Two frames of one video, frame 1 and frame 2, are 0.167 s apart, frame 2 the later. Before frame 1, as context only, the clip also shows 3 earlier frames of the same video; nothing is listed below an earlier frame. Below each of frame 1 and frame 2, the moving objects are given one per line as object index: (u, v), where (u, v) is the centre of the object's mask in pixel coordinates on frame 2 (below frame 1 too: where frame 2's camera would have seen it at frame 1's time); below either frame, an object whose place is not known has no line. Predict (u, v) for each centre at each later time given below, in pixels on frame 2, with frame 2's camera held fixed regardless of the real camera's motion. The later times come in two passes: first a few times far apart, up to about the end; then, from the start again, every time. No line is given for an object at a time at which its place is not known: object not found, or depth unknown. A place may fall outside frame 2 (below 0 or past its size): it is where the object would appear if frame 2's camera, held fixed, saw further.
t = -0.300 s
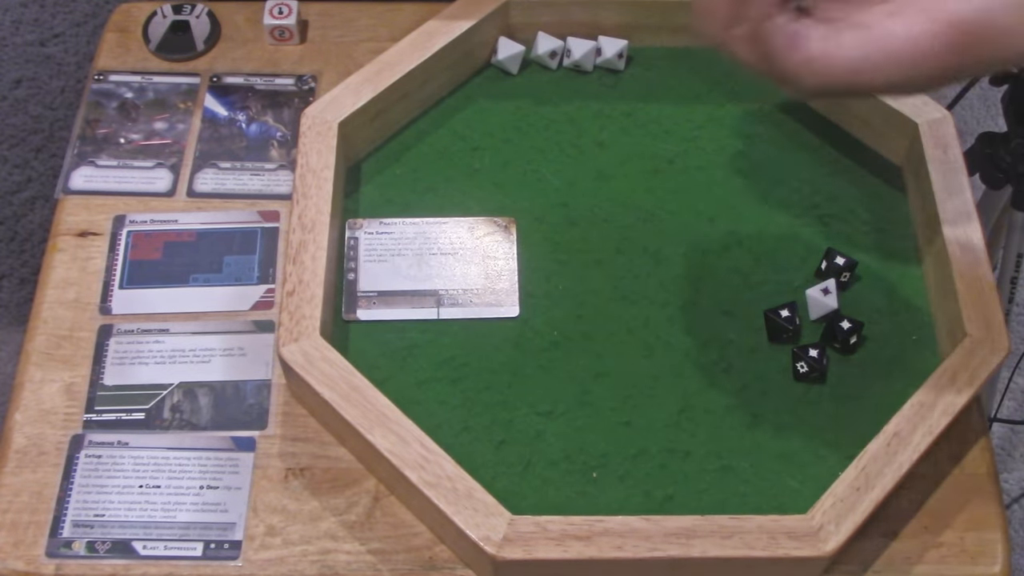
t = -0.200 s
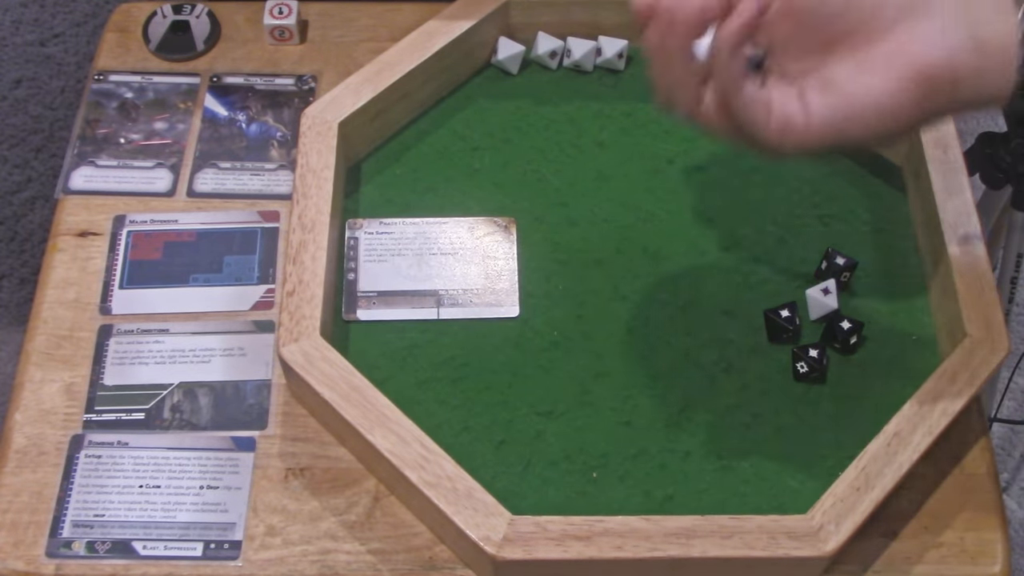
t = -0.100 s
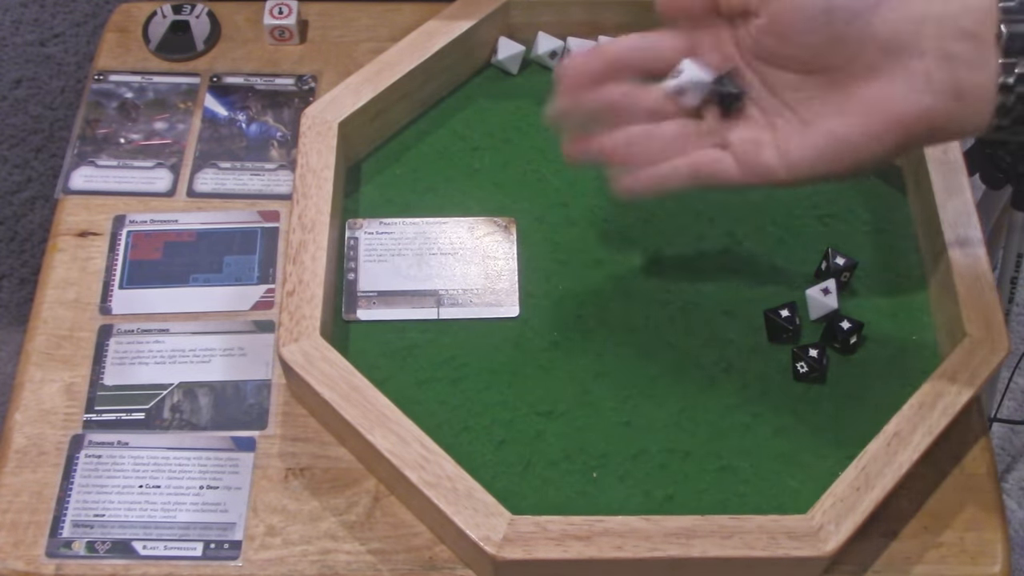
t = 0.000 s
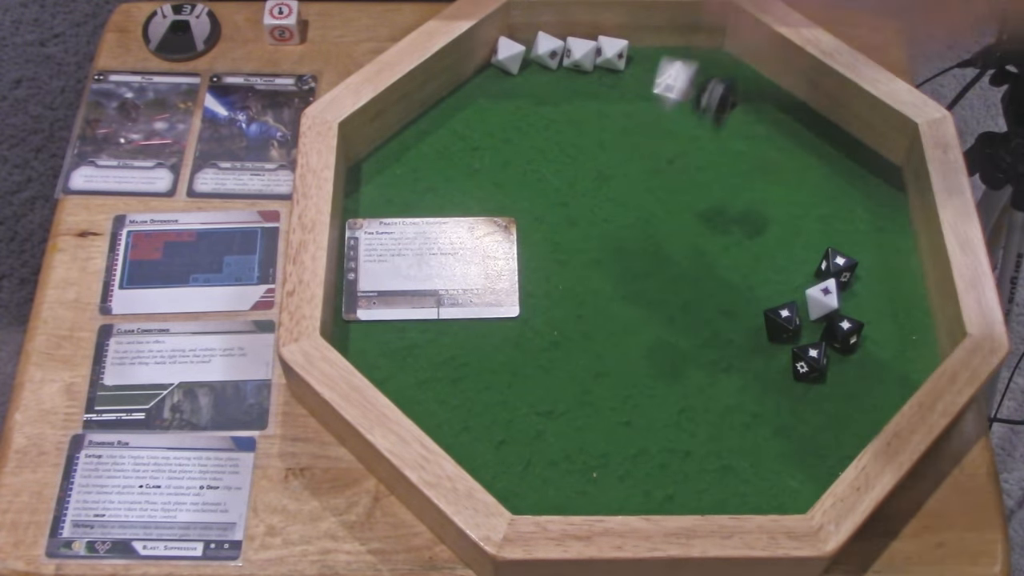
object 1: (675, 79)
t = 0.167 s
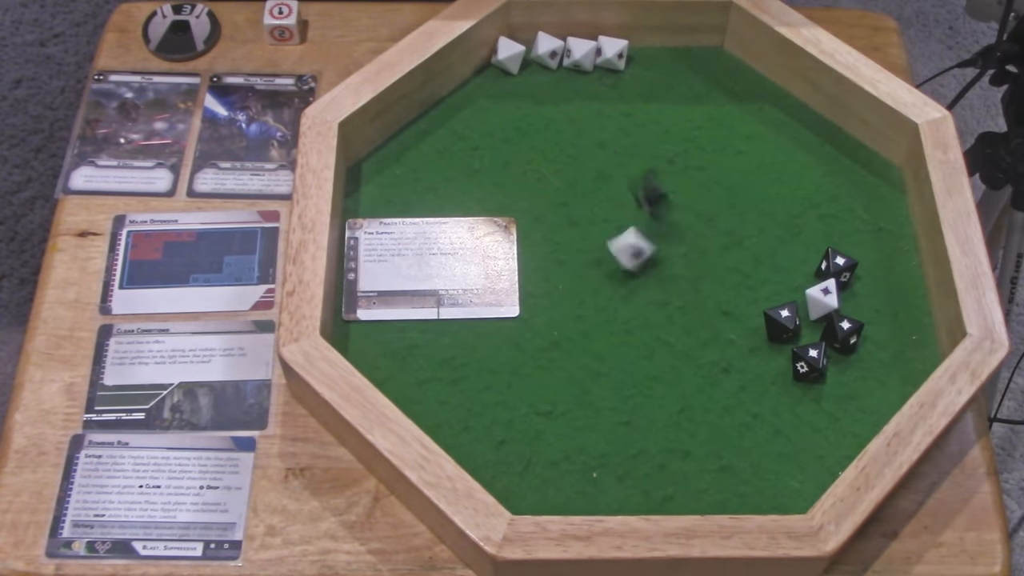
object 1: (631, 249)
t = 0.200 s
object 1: (625, 254)
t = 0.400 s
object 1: (602, 281)
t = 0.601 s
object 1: (602, 281)
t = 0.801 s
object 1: (602, 281)
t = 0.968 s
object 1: (602, 281)
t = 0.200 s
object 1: (625, 254)
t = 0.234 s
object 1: (621, 259)
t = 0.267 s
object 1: (616, 268)
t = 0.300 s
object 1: (611, 272)
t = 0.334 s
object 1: (606, 277)
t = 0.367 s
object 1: (602, 281)
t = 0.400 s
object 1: (602, 281)
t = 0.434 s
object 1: (603, 280)
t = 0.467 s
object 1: (602, 281)
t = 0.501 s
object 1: (602, 281)
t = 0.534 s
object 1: (602, 281)
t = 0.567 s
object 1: (602, 281)
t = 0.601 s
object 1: (602, 281)
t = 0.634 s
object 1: (602, 281)
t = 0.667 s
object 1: (602, 281)
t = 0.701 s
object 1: (602, 281)
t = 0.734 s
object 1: (602, 281)
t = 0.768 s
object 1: (602, 281)
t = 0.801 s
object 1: (602, 281)
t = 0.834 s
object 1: (602, 281)
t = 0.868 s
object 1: (602, 281)
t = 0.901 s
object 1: (602, 281)
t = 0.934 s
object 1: (602, 281)
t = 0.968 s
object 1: (602, 281)
